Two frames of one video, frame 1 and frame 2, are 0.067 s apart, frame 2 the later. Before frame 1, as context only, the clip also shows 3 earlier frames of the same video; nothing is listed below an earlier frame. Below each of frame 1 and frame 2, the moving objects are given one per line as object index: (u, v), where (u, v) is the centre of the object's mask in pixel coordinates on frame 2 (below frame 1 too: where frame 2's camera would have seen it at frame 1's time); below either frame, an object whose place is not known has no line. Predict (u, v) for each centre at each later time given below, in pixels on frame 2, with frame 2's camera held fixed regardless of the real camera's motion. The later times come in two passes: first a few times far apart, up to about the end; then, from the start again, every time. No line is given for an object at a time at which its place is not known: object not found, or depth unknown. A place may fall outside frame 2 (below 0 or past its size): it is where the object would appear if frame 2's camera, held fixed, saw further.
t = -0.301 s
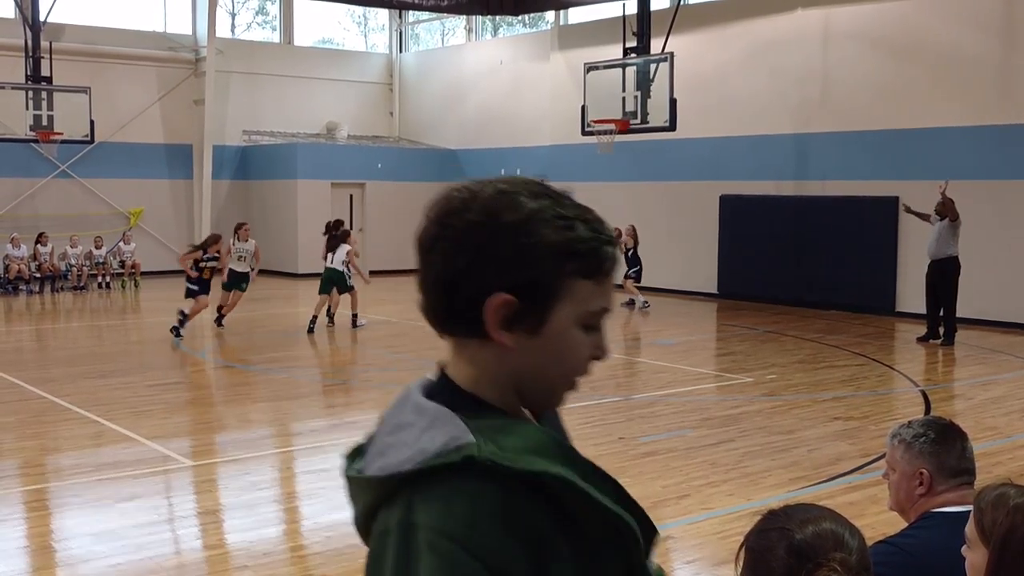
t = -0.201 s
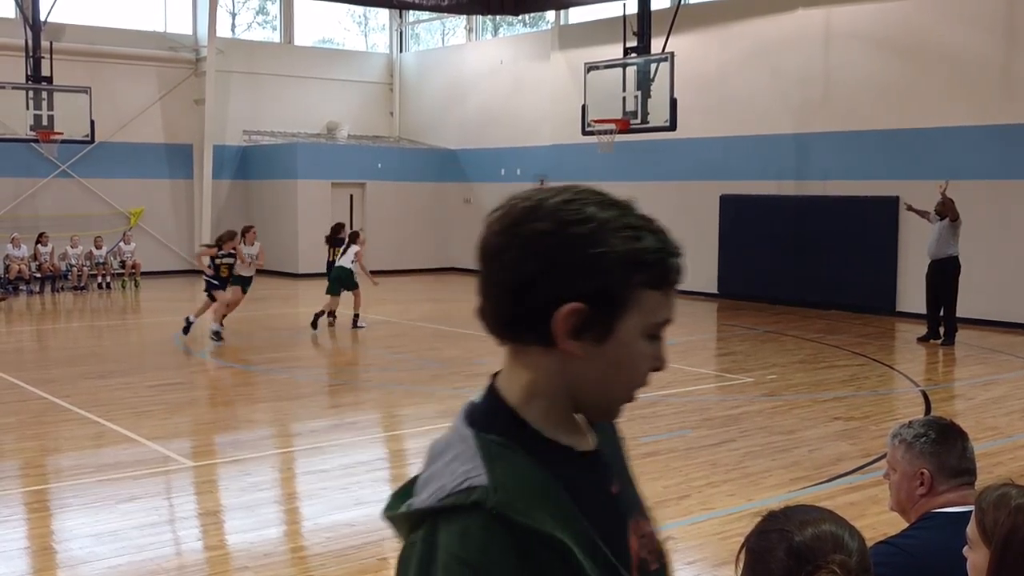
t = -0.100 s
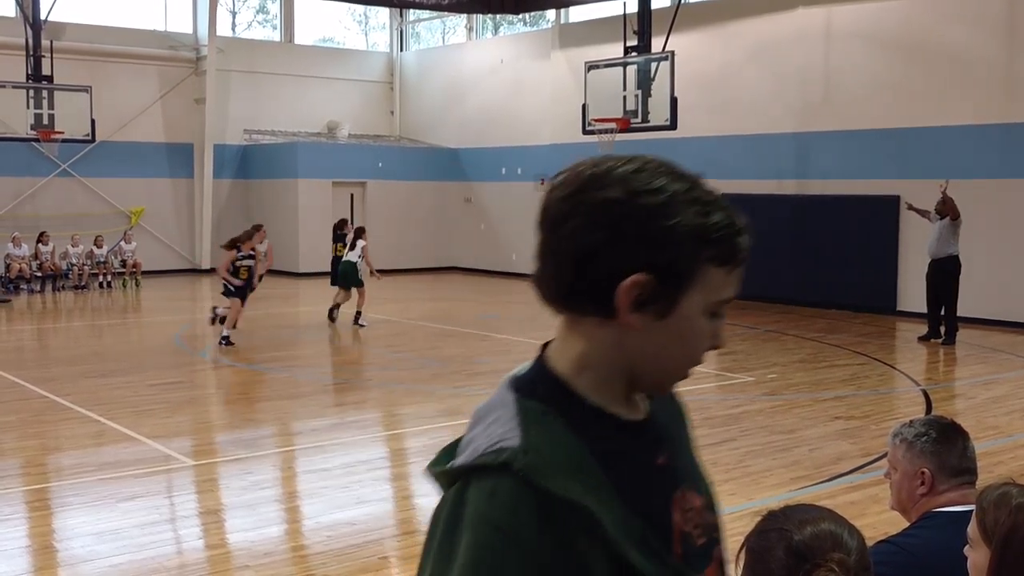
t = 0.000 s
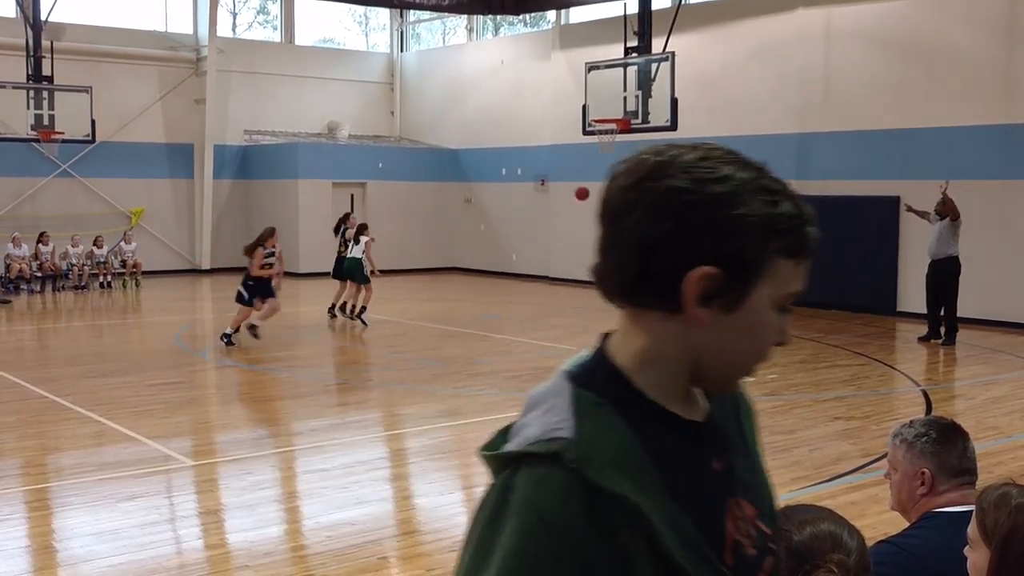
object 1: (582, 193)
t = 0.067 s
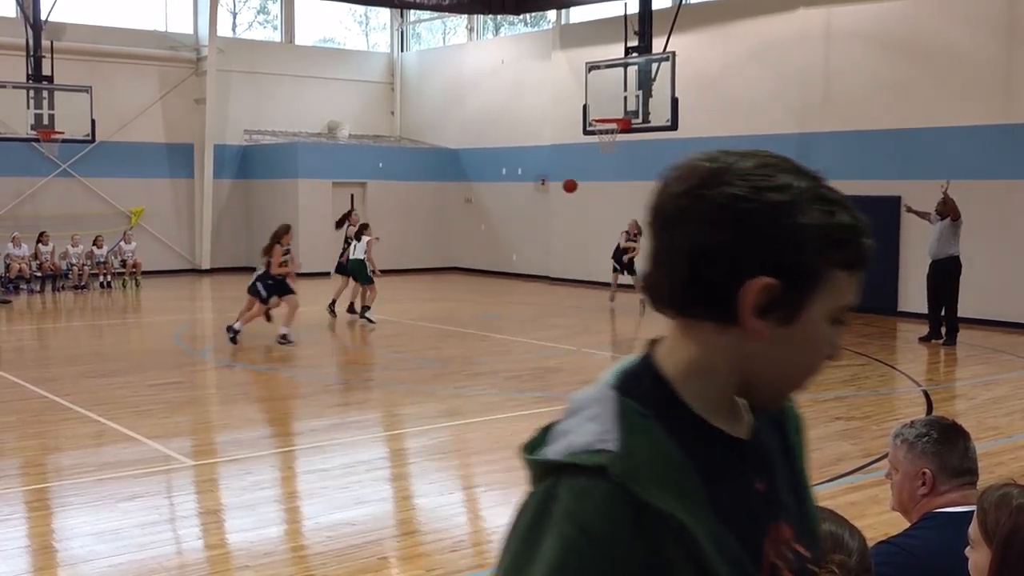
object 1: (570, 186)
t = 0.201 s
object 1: (543, 179)
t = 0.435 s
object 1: (484, 198)
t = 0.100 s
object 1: (563, 183)
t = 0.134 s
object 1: (556, 181)
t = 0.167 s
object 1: (550, 180)
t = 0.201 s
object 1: (543, 179)
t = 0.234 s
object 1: (536, 179)
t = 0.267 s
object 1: (527, 179)
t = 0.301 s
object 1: (519, 181)
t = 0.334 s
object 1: (511, 185)
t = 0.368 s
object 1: (503, 189)
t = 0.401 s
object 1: (494, 192)
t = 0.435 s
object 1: (484, 198)
